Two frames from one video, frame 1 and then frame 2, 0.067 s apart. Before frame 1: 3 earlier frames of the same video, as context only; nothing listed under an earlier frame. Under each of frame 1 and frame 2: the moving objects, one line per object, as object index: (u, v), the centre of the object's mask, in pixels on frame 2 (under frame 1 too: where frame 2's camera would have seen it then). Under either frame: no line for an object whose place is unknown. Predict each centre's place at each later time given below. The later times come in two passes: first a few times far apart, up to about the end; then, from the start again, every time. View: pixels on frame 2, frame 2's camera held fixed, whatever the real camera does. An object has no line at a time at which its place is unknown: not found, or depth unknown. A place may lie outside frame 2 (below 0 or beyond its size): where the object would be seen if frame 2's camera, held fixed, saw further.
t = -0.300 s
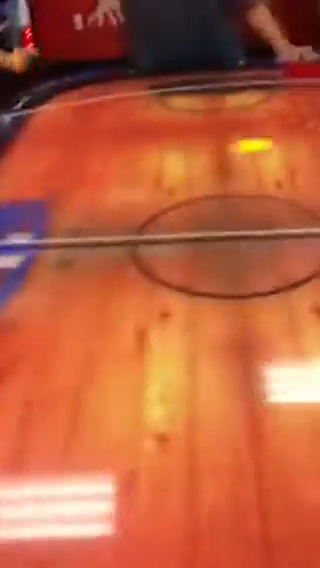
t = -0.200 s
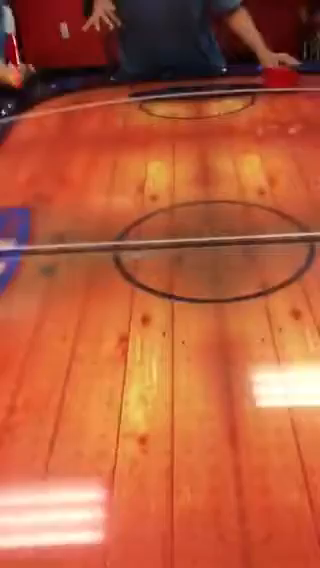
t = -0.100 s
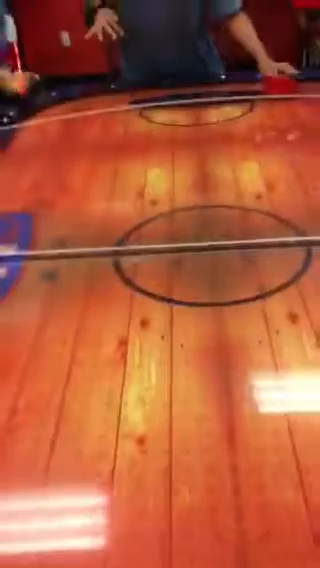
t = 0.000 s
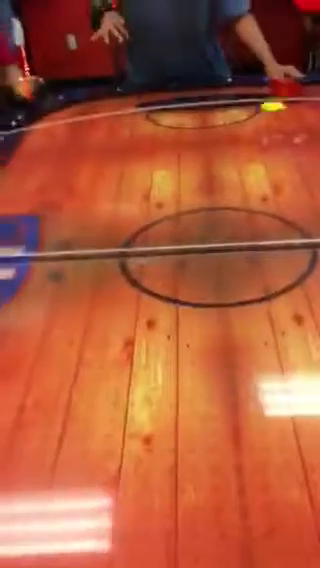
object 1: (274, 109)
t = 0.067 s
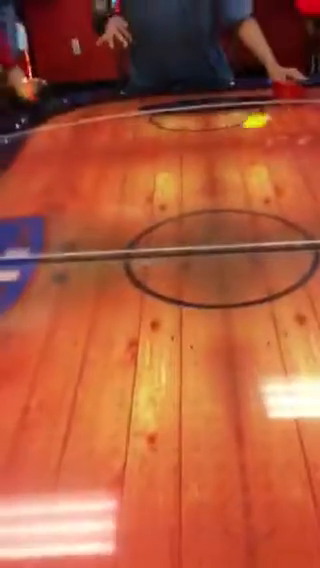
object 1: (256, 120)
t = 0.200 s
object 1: (212, 150)
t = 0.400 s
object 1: (130, 201)
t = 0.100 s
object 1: (244, 128)
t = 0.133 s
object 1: (235, 135)
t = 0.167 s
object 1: (223, 142)
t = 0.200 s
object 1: (212, 150)
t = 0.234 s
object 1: (200, 157)
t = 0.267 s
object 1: (189, 165)
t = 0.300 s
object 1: (174, 174)
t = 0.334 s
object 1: (160, 182)
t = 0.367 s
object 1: (146, 191)
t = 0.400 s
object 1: (130, 201)
